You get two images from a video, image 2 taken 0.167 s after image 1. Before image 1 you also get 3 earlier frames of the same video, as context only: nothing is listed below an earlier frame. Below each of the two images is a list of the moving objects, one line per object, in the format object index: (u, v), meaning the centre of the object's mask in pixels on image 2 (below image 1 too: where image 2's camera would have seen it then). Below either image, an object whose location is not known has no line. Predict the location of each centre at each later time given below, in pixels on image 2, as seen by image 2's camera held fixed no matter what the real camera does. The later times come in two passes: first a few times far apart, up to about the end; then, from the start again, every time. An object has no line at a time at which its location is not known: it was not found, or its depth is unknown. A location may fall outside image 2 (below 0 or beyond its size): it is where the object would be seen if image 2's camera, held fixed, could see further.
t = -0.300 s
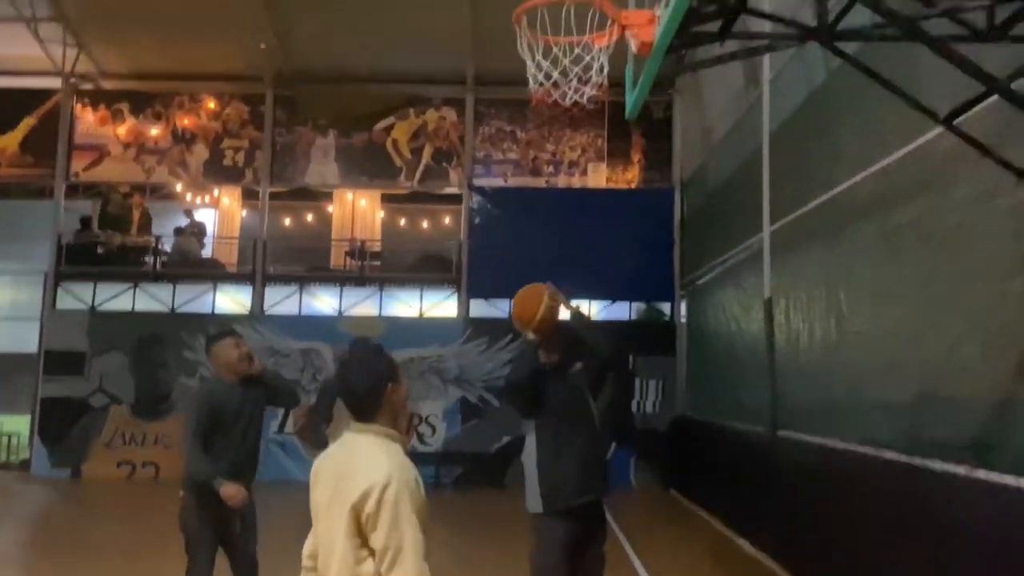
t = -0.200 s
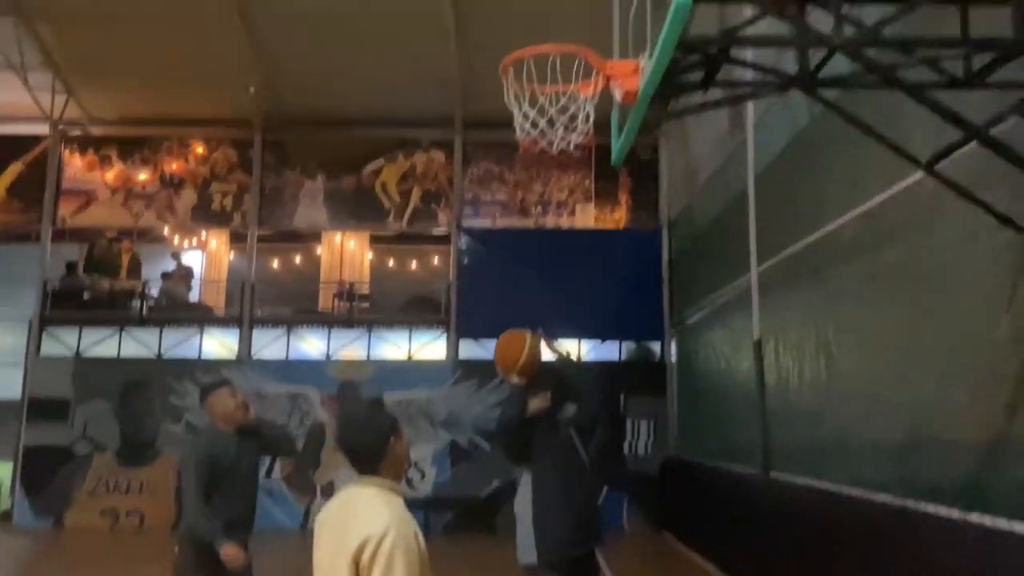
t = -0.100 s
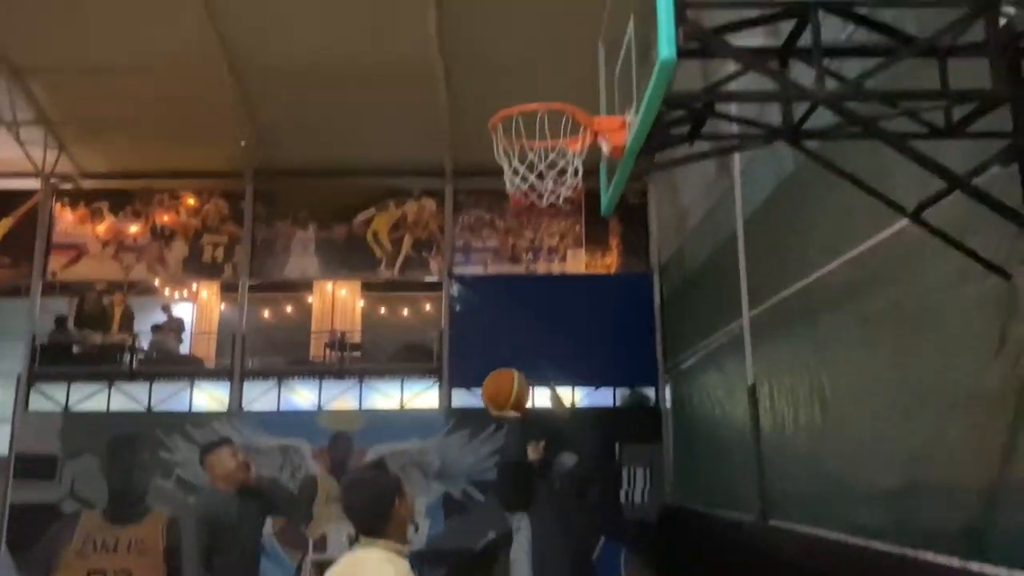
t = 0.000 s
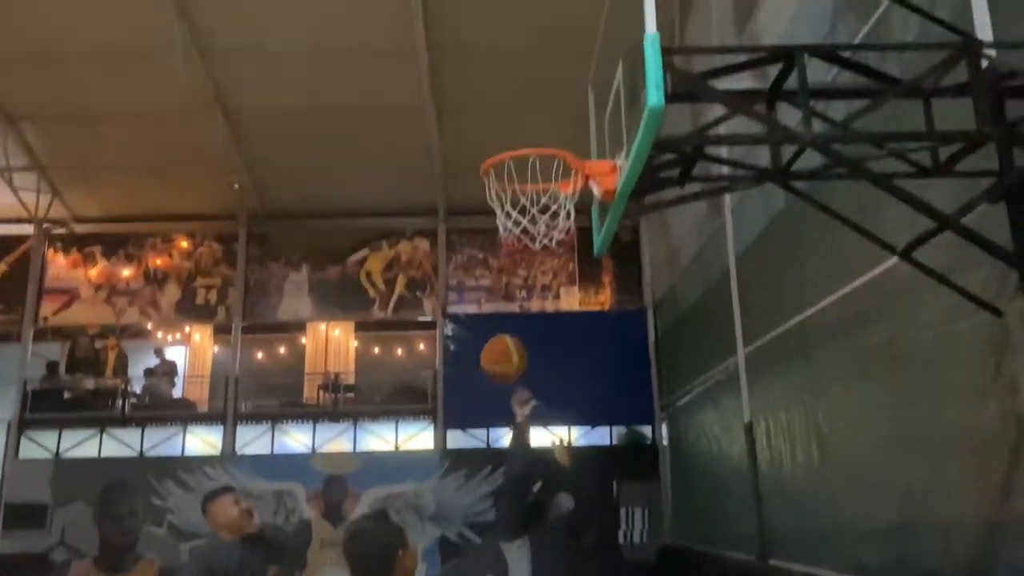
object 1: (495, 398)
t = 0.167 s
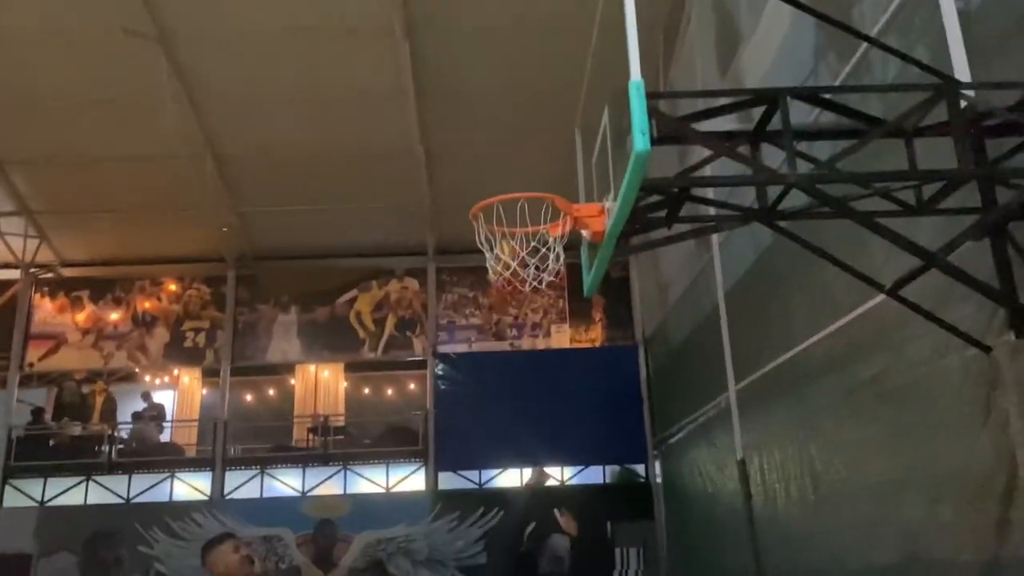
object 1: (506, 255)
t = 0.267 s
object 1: (523, 205)
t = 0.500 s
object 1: (552, 134)
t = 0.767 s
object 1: (555, 177)
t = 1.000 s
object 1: (514, 146)
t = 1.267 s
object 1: (467, 177)
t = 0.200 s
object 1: (507, 241)
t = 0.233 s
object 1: (520, 213)
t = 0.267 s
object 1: (523, 205)
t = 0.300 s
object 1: (527, 180)
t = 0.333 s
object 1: (531, 173)
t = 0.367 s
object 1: (535, 161)
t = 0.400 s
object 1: (539, 152)
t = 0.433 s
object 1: (542, 145)
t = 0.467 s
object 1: (547, 139)
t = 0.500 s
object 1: (552, 134)
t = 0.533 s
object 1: (556, 131)
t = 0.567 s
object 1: (561, 130)
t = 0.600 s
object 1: (566, 132)
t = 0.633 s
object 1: (566, 136)
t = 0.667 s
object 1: (563, 144)
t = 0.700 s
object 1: (560, 153)
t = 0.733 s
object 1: (557, 166)
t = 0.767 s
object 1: (555, 177)
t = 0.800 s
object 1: (550, 189)
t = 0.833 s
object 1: (546, 182)
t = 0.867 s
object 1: (539, 175)
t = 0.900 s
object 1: (533, 167)
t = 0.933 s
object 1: (526, 158)
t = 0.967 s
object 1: (520, 150)
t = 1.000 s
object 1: (514, 146)
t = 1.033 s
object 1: (507, 143)
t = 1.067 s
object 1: (501, 142)
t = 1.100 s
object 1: (495, 143)
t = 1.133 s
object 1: (490, 146)
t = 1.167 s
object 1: (484, 151)
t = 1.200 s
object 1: (479, 157)
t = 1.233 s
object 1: (473, 166)
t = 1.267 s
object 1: (467, 177)
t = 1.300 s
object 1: (459, 188)
